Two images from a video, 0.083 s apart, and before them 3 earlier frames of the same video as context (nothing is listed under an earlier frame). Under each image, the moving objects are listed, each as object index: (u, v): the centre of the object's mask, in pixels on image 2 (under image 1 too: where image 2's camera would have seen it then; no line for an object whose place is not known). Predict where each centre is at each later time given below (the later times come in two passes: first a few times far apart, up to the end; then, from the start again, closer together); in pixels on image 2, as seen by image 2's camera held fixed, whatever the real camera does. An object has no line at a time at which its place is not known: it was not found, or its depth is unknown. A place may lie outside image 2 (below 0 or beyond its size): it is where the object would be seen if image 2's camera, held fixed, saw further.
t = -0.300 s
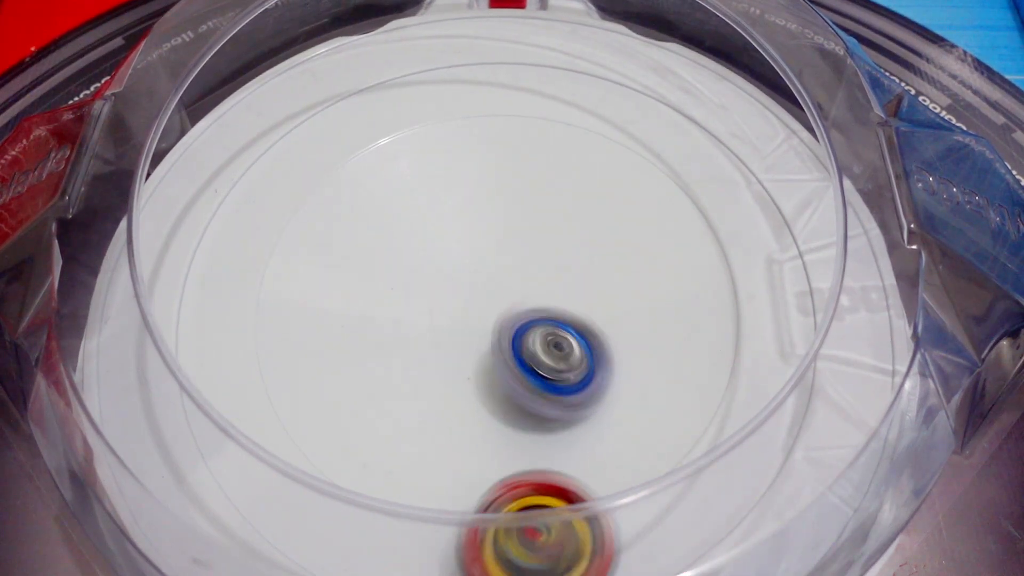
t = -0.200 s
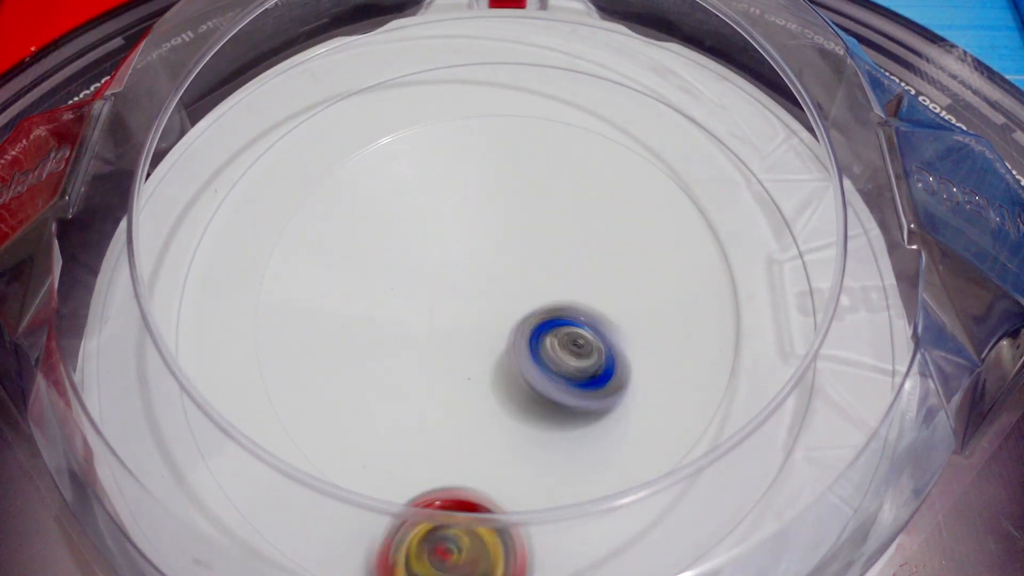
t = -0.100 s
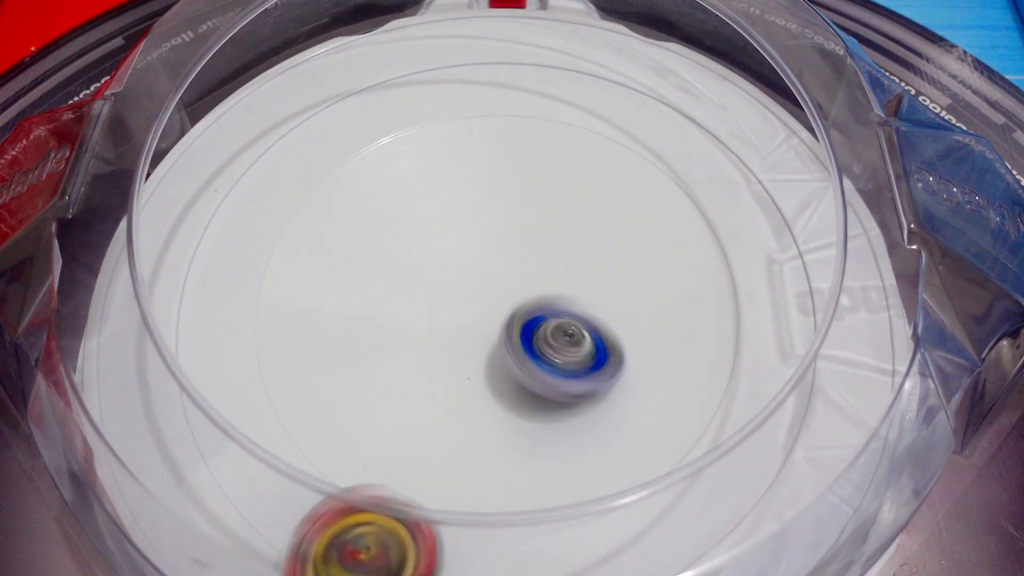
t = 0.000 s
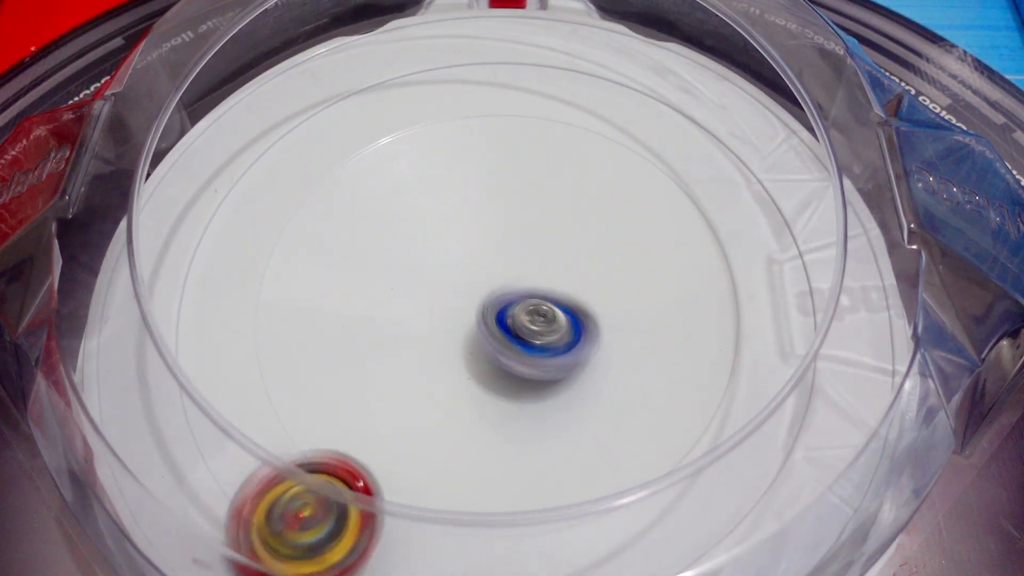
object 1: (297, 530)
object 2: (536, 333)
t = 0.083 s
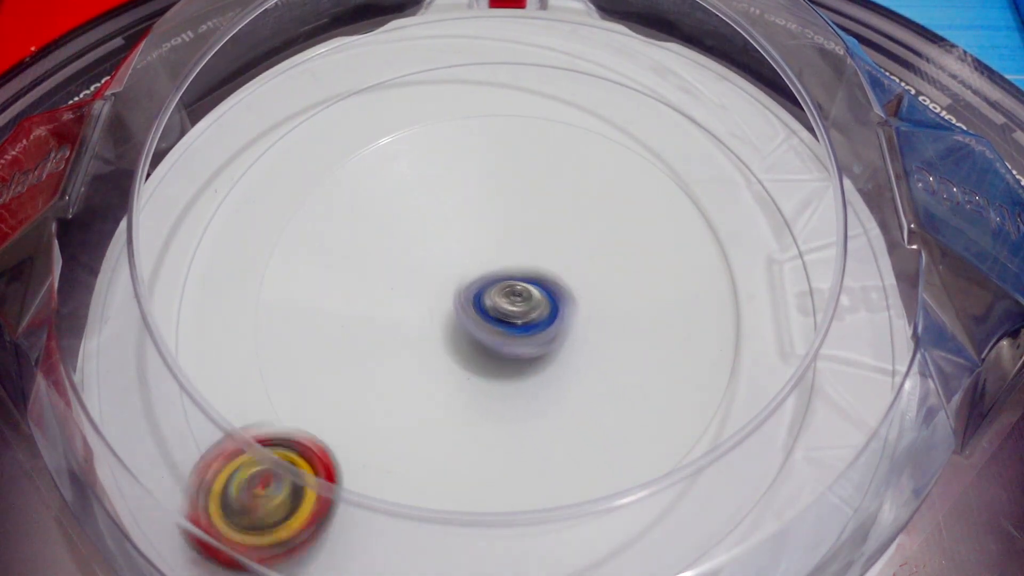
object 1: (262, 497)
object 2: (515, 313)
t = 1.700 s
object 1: (649, 281)
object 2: (468, 297)
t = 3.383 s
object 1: (639, 269)
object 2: (495, 258)
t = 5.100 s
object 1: (466, 354)
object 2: (536, 214)
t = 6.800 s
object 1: (404, 273)
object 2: (568, 276)
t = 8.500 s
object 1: (485, 348)
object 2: (496, 258)
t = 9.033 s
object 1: (486, 348)
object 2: (496, 258)
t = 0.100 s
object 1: (257, 489)
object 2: (513, 308)
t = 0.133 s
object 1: (248, 472)
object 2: (507, 299)
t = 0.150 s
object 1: (242, 466)
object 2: (504, 296)
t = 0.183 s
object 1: (231, 453)
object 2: (501, 289)
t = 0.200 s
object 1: (222, 448)
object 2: (499, 285)
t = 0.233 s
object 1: (205, 437)
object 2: (498, 279)
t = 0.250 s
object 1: (202, 428)
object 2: (498, 277)
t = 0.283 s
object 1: (201, 412)
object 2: (500, 273)
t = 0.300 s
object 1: (197, 407)
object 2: (501, 271)
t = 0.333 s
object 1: (198, 391)
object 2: (505, 268)
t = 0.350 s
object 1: (194, 384)
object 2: (509, 267)
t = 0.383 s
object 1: (185, 374)
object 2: (515, 266)
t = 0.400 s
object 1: (183, 368)
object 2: (519, 265)
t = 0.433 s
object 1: (184, 358)
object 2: (528, 265)
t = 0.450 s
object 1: (185, 354)
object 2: (532, 265)
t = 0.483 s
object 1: (186, 343)
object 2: (541, 266)
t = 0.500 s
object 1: (187, 338)
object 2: (545, 266)
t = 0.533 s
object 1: (184, 328)
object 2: (552, 268)
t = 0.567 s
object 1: (179, 317)
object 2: (559, 269)
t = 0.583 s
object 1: (180, 313)
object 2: (562, 270)
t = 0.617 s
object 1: (182, 304)
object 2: (567, 272)
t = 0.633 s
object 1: (183, 303)
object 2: (568, 274)
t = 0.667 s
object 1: (197, 291)
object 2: (570, 277)
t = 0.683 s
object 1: (196, 287)
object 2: (571, 278)
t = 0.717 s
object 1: (196, 279)
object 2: (571, 281)
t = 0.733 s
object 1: (196, 276)
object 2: (570, 283)
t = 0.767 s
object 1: (192, 268)
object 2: (567, 286)
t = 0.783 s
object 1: (195, 265)
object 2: (566, 287)
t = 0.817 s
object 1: (197, 259)
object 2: (561, 289)
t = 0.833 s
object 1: (198, 255)
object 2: (557, 290)
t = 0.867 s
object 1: (199, 248)
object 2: (551, 291)
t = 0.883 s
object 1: (201, 247)
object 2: (548, 291)
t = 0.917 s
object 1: (205, 243)
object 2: (540, 290)
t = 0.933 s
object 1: (206, 240)
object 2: (535, 290)
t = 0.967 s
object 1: (210, 235)
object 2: (527, 287)
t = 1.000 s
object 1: (218, 231)
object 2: (520, 283)
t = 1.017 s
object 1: (220, 229)
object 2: (517, 281)
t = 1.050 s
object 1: (227, 225)
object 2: (510, 275)
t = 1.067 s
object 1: (231, 224)
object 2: (507, 272)
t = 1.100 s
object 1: (240, 220)
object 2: (502, 265)
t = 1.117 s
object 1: (244, 220)
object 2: (501, 262)
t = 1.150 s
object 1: (253, 217)
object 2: (498, 255)
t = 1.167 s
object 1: (259, 216)
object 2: (497, 251)
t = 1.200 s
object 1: (271, 219)
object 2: (496, 245)
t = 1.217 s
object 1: (280, 222)
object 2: (497, 242)
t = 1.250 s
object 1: (300, 230)
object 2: (497, 237)
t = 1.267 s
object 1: (310, 237)
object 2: (498, 233)
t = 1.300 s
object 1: (334, 250)
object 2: (500, 230)
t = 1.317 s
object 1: (349, 259)
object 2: (501, 230)
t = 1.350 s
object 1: (376, 277)
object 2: (504, 229)
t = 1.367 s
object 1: (394, 288)
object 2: (506, 228)
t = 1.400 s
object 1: (427, 306)
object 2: (511, 229)
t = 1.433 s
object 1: (462, 320)
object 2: (515, 229)
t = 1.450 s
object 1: (480, 328)
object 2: (516, 229)
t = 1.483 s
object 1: (515, 337)
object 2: (517, 232)
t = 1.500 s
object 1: (530, 337)
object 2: (517, 235)
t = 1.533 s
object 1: (561, 338)
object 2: (513, 247)
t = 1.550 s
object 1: (576, 333)
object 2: (509, 254)
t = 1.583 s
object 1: (599, 325)
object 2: (503, 268)
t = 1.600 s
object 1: (609, 321)
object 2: (500, 274)
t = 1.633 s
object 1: (626, 308)
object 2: (490, 285)
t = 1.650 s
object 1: (632, 302)
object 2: (484, 289)
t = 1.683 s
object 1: (644, 288)
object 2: (473, 294)
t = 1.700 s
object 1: (649, 281)
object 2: (468, 297)
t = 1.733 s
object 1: (657, 266)
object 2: (457, 299)
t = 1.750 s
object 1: (660, 260)
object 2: (452, 300)
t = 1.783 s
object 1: (663, 245)
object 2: (442, 301)
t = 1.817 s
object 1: (663, 230)
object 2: (431, 300)
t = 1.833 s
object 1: (660, 224)
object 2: (426, 299)
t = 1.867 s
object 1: (653, 210)
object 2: (418, 295)
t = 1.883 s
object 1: (645, 205)
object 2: (415, 292)
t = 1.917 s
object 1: (629, 195)
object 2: (411, 285)
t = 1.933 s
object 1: (617, 192)
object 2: (409, 282)
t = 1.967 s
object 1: (591, 192)
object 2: (411, 274)
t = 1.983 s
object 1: (579, 194)
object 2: (413, 271)
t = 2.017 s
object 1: (550, 203)
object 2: (420, 265)
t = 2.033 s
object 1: (538, 208)
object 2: (424, 262)
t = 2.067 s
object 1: (545, 204)
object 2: (411, 275)
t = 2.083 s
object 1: (542, 201)
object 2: (406, 281)
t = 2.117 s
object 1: (549, 201)
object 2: (404, 290)
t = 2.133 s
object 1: (547, 202)
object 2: (404, 293)
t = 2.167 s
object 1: (549, 205)
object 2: (407, 304)
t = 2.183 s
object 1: (547, 209)
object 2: (407, 310)
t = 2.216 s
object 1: (547, 214)
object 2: (408, 317)
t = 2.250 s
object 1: (546, 225)
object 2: (416, 320)
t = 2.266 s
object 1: (544, 228)
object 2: (418, 324)
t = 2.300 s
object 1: (542, 242)
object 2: (425, 332)
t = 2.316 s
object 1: (540, 247)
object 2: (427, 334)
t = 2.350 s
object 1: (539, 262)
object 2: (434, 337)
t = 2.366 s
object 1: (551, 265)
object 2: (428, 341)
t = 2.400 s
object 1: (587, 255)
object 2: (406, 362)
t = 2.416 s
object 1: (603, 252)
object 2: (394, 371)
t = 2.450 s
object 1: (630, 242)
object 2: (376, 382)
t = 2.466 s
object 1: (642, 241)
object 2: (372, 383)
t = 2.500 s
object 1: (660, 234)
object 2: (364, 393)
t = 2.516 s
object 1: (666, 232)
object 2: (357, 396)
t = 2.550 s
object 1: (679, 229)
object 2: (351, 396)
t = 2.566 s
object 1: (681, 225)
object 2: (352, 399)
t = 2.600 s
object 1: (688, 224)
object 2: (347, 403)
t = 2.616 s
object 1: (690, 222)
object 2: (348, 400)
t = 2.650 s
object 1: (692, 225)
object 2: (352, 399)
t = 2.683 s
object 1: (692, 228)
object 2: (354, 398)
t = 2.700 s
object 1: (690, 228)
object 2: (357, 395)
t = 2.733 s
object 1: (685, 235)
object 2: (369, 389)
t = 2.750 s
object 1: (681, 237)
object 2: (375, 388)
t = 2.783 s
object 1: (670, 246)
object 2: (385, 382)
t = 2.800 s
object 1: (666, 250)
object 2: (392, 376)
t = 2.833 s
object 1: (651, 261)
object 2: (410, 373)
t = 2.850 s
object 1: (645, 268)
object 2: (417, 368)
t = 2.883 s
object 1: (627, 279)
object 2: (435, 357)
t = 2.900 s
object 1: (618, 287)
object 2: (446, 356)
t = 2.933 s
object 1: (598, 297)
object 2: (462, 348)
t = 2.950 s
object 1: (588, 304)
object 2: (471, 343)
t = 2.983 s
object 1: (610, 298)
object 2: (459, 341)
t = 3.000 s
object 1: (624, 294)
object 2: (447, 342)
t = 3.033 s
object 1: (643, 284)
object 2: (439, 334)
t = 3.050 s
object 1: (650, 279)
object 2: (435, 335)
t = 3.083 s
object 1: (662, 272)
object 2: (428, 326)
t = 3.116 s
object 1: (670, 266)
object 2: (433, 322)
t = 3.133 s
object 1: (675, 264)
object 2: (432, 317)
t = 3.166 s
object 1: (678, 260)
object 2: (446, 309)
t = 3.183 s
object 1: (678, 258)
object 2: (449, 306)
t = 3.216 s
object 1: (677, 255)
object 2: (464, 295)
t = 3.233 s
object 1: (675, 254)
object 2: (470, 294)
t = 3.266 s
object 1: (668, 252)
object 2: (480, 284)
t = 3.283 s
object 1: (662, 251)
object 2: (490, 281)
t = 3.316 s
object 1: (648, 252)
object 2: (498, 276)
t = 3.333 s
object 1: (639, 255)
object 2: (507, 270)
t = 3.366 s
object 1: (638, 269)
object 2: (504, 266)
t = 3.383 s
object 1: (639, 269)
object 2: (495, 258)
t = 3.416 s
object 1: (644, 279)
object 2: (485, 250)
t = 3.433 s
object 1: (650, 284)
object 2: (477, 248)
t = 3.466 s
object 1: (648, 295)
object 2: (469, 240)
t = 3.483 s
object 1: (649, 302)
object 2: (464, 241)
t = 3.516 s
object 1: (643, 309)
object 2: (457, 237)
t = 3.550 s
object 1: (632, 317)
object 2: (454, 240)
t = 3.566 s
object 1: (628, 322)
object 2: (452, 240)
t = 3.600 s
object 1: (615, 328)
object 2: (453, 243)
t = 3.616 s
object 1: (607, 333)
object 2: (451, 247)
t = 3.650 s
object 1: (592, 337)
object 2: (455, 250)
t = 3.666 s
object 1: (582, 340)
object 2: (457, 255)
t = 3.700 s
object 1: (563, 345)
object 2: (458, 262)
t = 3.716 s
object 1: (553, 346)
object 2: (461, 266)
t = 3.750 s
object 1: (534, 350)
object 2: (462, 273)
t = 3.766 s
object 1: (529, 353)
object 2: (462, 273)
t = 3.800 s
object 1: (522, 368)
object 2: (457, 275)
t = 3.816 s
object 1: (520, 376)
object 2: (453, 269)
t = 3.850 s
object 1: (514, 388)
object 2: (447, 263)
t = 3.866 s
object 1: (509, 393)
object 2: (444, 259)
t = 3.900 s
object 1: (501, 400)
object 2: (439, 255)
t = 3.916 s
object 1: (496, 402)
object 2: (436, 254)
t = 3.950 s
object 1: (485, 406)
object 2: (434, 249)
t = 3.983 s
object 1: (475, 404)
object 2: (429, 250)
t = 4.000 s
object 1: (469, 403)
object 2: (429, 250)
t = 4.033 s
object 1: (460, 400)
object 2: (426, 252)
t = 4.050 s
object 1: (455, 396)
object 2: (426, 254)
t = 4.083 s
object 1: (445, 389)
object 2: (427, 258)
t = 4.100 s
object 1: (441, 386)
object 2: (426, 260)
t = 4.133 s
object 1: (433, 374)
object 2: (427, 268)
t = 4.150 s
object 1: (431, 372)
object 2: (427, 268)
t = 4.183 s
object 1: (429, 380)
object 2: (429, 259)
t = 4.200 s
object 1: (429, 383)
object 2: (430, 254)
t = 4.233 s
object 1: (428, 384)
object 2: (432, 250)
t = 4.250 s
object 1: (427, 384)
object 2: (436, 248)
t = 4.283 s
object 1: (427, 379)
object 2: (438, 250)
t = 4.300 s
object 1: (426, 375)
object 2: (442, 254)
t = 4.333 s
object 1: (426, 368)
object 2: (444, 260)
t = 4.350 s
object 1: (426, 361)
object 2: (448, 265)
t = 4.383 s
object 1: (419, 371)
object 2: (455, 262)
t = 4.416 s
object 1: (425, 377)
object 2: (461, 257)
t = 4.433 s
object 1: (429, 379)
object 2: (465, 262)
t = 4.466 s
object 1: (438, 380)
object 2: (475, 262)
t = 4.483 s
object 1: (447, 379)
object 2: (476, 267)
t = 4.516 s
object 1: (456, 375)
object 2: (486, 272)
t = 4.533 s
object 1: (464, 373)
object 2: (486, 275)
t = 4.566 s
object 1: (472, 391)
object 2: (493, 261)
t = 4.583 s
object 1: (478, 399)
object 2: (500, 253)
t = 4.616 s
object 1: (484, 407)
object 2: (507, 240)
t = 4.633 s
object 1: (491, 410)
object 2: (505, 234)
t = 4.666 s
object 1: (495, 408)
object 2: (511, 229)
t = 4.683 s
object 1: (500, 405)
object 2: (516, 223)
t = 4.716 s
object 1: (506, 396)
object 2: (519, 222)
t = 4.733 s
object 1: (508, 392)
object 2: (520, 228)
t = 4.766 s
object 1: (514, 377)
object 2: (525, 231)
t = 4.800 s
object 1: (515, 361)
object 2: (530, 235)
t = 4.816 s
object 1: (516, 351)
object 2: (529, 237)
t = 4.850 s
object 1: (512, 344)
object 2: (532, 239)
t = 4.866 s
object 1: (505, 350)
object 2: (537, 233)
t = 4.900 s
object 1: (501, 355)
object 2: (540, 220)
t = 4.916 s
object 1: (495, 359)
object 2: (537, 214)
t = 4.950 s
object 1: (490, 361)
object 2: (538, 209)
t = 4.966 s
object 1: (486, 362)
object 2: (542, 210)
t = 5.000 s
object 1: (479, 363)
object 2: (542, 208)
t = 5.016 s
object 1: (477, 361)
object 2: (540, 206)
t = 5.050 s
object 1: (473, 359)
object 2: (539, 206)
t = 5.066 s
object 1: (470, 357)
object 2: (540, 210)
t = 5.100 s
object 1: (466, 354)
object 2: (536, 214)
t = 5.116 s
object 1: (465, 351)
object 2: (533, 214)
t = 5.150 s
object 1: (458, 345)
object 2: (529, 221)
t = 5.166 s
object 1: (458, 343)
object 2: (527, 226)
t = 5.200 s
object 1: (453, 337)
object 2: (520, 233)
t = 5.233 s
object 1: (451, 330)
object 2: (511, 242)
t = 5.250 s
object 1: (444, 331)
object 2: (508, 242)
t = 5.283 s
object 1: (439, 337)
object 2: (505, 242)
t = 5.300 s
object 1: (435, 338)
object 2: (500, 244)
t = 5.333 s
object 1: (434, 341)
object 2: (496, 247)
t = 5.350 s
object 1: (433, 342)
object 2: (494, 251)
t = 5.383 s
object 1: (435, 343)
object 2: (491, 255)
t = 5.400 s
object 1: (431, 349)
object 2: (485, 257)
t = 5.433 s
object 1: (428, 358)
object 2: (487, 259)
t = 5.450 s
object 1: (427, 362)
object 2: (485, 261)
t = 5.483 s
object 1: (427, 367)
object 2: (482, 266)
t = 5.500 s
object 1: (427, 370)
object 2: (484, 269)
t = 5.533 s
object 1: (430, 374)
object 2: (482, 275)
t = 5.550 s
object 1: (430, 376)
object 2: (482, 276)
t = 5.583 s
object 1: (436, 380)
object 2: (483, 283)
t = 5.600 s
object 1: (434, 391)
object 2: (481, 275)
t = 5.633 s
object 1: (436, 406)
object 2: (490, 265)
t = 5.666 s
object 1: (441, 418)
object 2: (492, 259)
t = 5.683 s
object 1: (446, 422)
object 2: (495, 254)
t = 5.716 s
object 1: (455, 428)
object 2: (500, 254)
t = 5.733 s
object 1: (461, 429)
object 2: (501, 251)
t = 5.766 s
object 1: (473, 428)
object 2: (508, 256)
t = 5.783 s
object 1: (479, 425)
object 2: (508, 254)
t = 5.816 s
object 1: (492, 414)
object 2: (517, 257)
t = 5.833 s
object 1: (499, 408)
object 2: (516, 258)
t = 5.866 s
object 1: (508, 394)
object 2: (525, 260)
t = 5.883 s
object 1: (512, 386)
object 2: (524, 263)
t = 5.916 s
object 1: (520, 369)
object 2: (531, 264)
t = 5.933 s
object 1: (520, 364)
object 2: (533, 263)
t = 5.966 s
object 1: (510, 366)
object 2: (540, 257)
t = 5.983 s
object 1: (509, 372)
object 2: (540, 250)
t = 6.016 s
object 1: (506, 380)
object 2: (546, 232)
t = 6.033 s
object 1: (501, 384)
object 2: (545, 228)
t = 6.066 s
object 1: (499, 385)
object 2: (546, 217)
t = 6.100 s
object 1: (492, 386)
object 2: (544, 219)
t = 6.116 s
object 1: (489, 385)
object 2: (542, 215)
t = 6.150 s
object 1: (486, 381)
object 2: (539, 220)
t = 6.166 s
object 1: (483, 378)
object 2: (538, 219)
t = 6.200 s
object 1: (478, 372)
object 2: (533, 226)
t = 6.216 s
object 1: (476, 369)
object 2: (531, 228)
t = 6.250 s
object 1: (472, 362)
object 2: (528, 235)
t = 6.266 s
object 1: (470, 357)
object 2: (524, 237)
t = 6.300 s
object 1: (467, 345)
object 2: (519, 248)
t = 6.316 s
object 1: (462, 343)
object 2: (515, 250)
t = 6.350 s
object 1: (454, 341)
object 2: (512, 251)
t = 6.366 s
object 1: (452, 339)
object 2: (504, 254)
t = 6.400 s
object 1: (433, 348)
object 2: (503, 243)
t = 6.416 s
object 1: (428, 347)
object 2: (505, 244)
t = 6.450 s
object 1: (408, 339)
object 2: (507, 241)
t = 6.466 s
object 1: (402, 338)
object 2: (509, 239)
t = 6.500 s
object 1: (398, 333)
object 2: (509, 240)
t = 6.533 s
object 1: (395, 322)
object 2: (507, 242)
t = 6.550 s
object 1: (395, 318)
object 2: (506, 246)
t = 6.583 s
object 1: (401, 312)
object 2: (507, 250)
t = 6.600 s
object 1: (406, 309)
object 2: (506, 255)
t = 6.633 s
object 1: (410, 301)
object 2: (510, 258)
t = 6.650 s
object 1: (407, 298)
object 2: (515, 256)
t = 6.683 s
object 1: (407, 291)
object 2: (524, 262)
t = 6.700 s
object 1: (410, 290)
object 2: (530, 263)
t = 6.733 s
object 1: (414, 286)
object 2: (537, 270)
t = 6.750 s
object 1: (409, 283)
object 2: (548, 273)
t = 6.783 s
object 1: (403, 276)
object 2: (567, 274)
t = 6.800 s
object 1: (404, 273)
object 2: (568, 276)
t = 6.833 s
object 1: (412, 270)
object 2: (575, 286)
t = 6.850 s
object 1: (418, 271)
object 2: (579, 287)
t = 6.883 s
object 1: (429, 278)
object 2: (578, 291)
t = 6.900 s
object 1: (434, 283)
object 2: (574, 295)
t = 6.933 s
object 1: (443, 288)
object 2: (573, 297)
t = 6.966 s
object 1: (453, 286)
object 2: (566, 298)
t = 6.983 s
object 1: (460, 286)
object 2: (561, 305)
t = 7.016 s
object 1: (461, 288)
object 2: (562, 303)
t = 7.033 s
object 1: (460, 290)
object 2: (562, 299)
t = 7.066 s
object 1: (460, 293)
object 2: (563, 289)
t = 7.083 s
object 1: (461, 295)
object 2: (560, 286)
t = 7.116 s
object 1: (462, 298)
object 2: (558, 281)
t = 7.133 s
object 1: (461, 300)
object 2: (556, 279)
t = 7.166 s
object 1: (454, 305)
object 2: (552, 272)
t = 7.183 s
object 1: (451, 307)
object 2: (549, 268)
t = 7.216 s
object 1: (448, 309)
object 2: (542, 262)
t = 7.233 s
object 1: (449, 310)
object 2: (539, 258)
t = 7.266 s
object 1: (451, 311)
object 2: (530, 252)
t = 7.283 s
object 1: (453, 312)
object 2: (525, 253)
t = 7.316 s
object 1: (456, 314)
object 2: (522, 249)
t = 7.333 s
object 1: (457, 317)
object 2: (520, 247)
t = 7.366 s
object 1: (455, 320)
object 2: (516, 247)
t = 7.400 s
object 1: (454, 318)
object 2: (509, 244)
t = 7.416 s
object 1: (456, 317)
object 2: (507, 244)
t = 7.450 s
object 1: (460, 317)
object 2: (503, 242)
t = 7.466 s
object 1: (462, 318)
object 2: (502, 241)
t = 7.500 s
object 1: (462, 322)
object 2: (502, 241)
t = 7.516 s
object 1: (463, 323)
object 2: (499, 239)
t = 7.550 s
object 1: (465, 324)
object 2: (498, 241)
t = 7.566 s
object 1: (466, 324)
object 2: (497, 242)
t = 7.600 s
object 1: (470, 321)
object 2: (493, 242)
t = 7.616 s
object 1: (472, 323)
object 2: (493, 242)
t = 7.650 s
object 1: (479, 327)
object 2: (488, 241)
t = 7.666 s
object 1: (483, 329)
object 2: (486, 241)
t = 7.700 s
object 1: (489, 334)
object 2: (486, 242)
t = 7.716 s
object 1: (491, 337)
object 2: (485, 243)
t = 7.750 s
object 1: (493, 342)
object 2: (484, 246)
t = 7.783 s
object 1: (495, 345)
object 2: (486, 247)
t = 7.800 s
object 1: (496, 345)
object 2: (486, 247)
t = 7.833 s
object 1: (497, 339)
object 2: (487, 247)
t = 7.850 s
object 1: (499, 337)
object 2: (489, 247)
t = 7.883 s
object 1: (504, 336)
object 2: (492, 246)
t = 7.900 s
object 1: (505, 336)
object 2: (492, 247)
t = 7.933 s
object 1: (506, 334)
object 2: (495, 249)
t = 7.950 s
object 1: (506, 335)
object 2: (497, 249)
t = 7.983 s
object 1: (502, 338)
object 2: (497, 248)
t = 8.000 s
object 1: (499, 340)
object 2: (496, 248)
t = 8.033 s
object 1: (494, 341)
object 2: (495, 250)
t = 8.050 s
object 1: (493, 342)
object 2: (494, 251)
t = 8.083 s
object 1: (489, 344)
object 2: (494, 254)
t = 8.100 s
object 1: (486, 345)
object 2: (495, 255)
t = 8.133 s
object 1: (481, 347)
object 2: (497, 257)
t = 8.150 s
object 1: (480, 348)
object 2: (497, 257)
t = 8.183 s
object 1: (477, 349)
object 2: (498, 258)
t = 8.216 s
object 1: (476, 349)
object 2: (497, 259)
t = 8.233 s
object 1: (476, 349)
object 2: (497, 259)
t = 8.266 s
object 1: (477, 348)
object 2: (496, 258)
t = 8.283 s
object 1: (478, 347)
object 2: (496, 258)
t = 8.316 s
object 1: (481, 347)
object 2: (496, 258)
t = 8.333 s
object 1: (482, 347)
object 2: (496, 258)
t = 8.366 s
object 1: (484, 347)
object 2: (496, 258)
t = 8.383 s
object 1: (484, 347)
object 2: (496, 258)
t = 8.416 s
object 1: (486, 348)
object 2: (496, 258)
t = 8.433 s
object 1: (486, 348)
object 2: (496, 258)
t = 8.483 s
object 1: (486, 348)
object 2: (496, 258)
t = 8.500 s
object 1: (485, 348)
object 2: (496, 258)
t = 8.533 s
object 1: (484, 347)
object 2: (496, 258)
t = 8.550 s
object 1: (483, 347)
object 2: (496, 258)
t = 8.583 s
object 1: (482, 347)
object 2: (496, 258)
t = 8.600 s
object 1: (481, 346)
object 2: (496, 258)
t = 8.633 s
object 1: (479, 346)
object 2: (496, 258)
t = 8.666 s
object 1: (478, 346)
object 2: (496, 258)
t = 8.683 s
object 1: (478, 346)
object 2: (496, 258)
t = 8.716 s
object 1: (477, 346)
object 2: (496, 258)
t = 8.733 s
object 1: (477, 346)
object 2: (496, 258)
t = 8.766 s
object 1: (477, 346)
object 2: (496, 258)
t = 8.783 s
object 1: (478, 346)
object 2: (496, 258)
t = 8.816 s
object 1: (479, 346)
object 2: (496, 258)
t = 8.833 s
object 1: (480, 346)
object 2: (496, 258)
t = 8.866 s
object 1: (481, 347)
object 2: (496, 258)
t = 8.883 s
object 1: (482, 347)
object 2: (496, 258)
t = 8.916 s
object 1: (484, 347)
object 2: (496, 258)
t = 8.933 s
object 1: (484, 347)
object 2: (496, 258)
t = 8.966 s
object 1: (485, 348)
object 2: (496, 258)
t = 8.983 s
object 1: (486, 348)
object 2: (496, 258)
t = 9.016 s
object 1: (486, 348)
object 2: (496, 258)
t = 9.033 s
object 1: (486, 348)
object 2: (496, 258)
